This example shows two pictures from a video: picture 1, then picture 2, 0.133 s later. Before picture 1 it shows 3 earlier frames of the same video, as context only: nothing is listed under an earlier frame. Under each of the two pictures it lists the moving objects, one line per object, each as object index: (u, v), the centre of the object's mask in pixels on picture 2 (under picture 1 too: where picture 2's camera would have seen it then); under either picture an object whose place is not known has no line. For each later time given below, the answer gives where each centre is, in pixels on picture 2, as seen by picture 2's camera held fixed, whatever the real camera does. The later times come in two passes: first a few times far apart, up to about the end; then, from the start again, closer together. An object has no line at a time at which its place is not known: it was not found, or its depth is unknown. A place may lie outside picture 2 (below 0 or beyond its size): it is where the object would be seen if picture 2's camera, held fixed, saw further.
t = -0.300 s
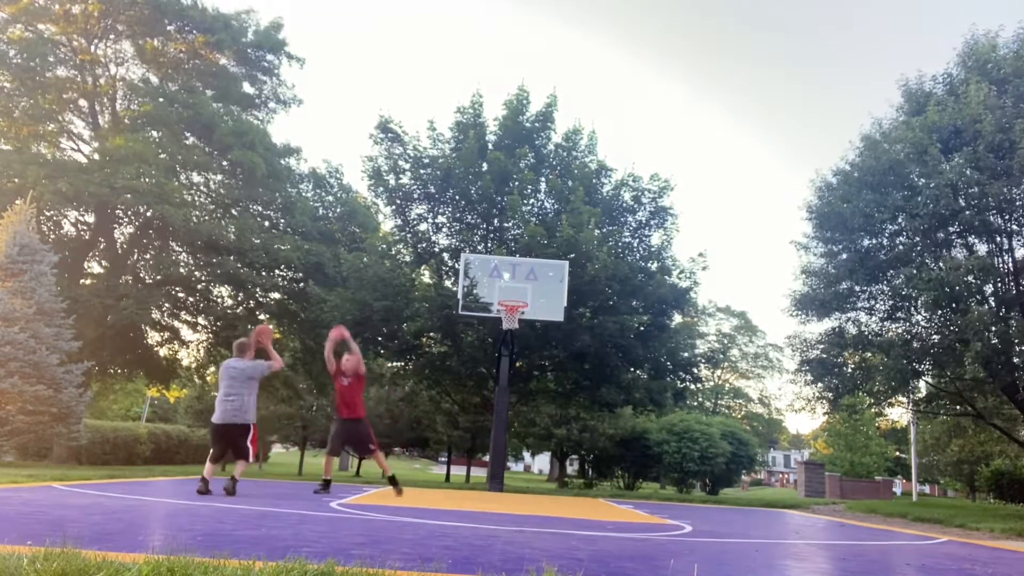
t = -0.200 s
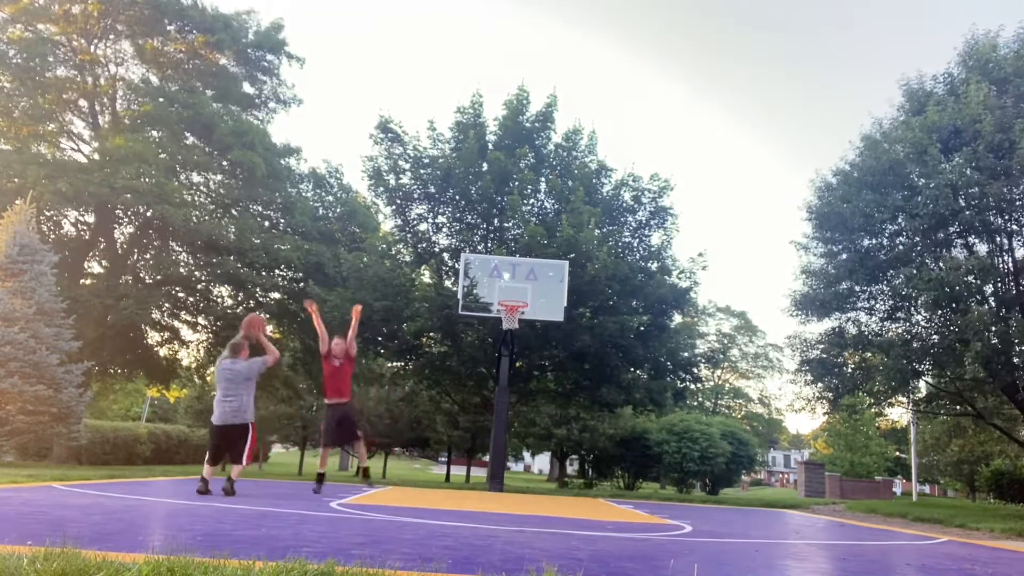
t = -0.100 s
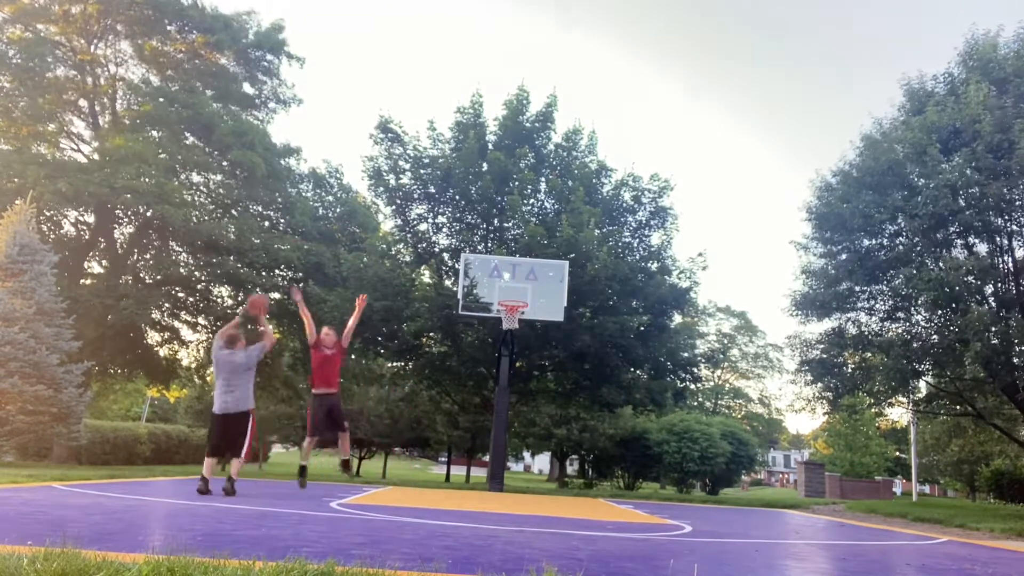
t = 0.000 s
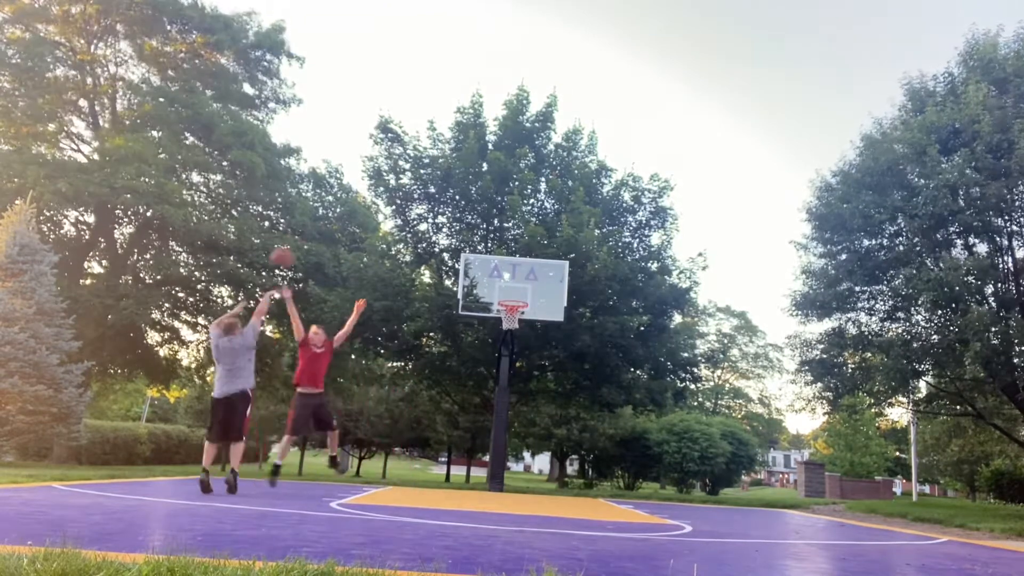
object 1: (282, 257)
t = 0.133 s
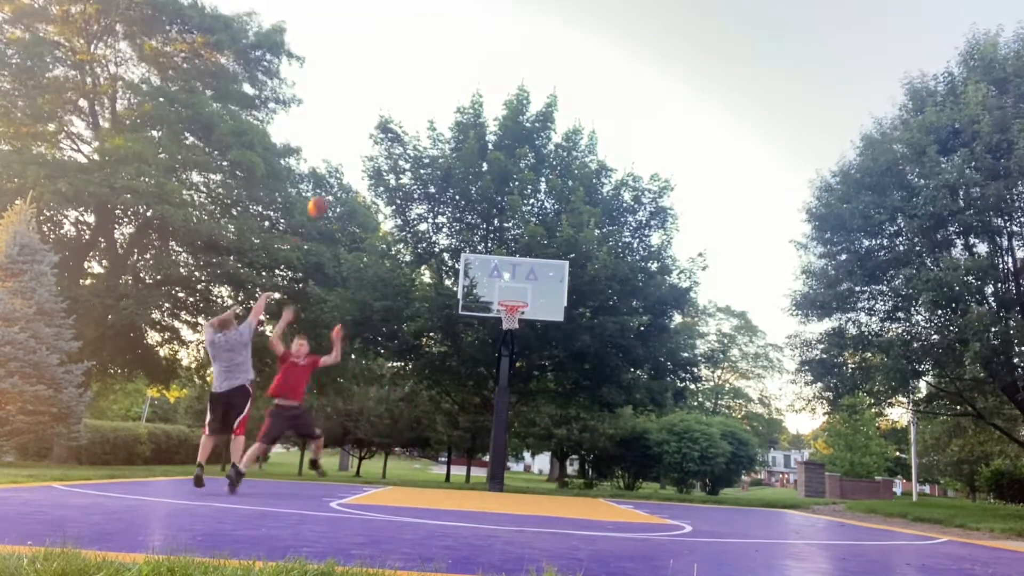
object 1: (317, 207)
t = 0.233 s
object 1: (343, 179)
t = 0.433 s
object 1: (384, 149)
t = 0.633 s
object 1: (418, 152)
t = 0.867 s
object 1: (447, 181)
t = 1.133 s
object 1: (475, 251)
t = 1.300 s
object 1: (490, 312)
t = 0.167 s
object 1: (326, 194)
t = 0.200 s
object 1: (334, 186)
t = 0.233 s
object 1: (343, 179)
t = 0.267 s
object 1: (351, 171)
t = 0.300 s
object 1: (359, 165)
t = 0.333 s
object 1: (366, 161)
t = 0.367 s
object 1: (372, 156)
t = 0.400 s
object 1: (379, 153)
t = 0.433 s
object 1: (384, 149)
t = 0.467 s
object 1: (390, 149)
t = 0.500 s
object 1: (396, 147)
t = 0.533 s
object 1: (400, 148)
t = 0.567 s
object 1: (406, 149)
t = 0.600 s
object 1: (412, 149)
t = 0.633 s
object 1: (418, 152)
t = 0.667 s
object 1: (422, 154)
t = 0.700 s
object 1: (427, 157)
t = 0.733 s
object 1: (430, 160)
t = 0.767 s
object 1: (436, 166)
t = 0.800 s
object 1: (439, 169)
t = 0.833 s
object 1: (443, 175)
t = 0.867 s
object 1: (447, 181)
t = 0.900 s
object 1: (451, 188)
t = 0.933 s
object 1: (455, 195)
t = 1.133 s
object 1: (475, 251)
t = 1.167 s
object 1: (479, 263)
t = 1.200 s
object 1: (482, 275)
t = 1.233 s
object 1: (486, 287)
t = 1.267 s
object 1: (488, 300)
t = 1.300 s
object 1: (490, 312)
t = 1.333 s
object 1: (493, 326)
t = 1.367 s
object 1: (495, 341)
